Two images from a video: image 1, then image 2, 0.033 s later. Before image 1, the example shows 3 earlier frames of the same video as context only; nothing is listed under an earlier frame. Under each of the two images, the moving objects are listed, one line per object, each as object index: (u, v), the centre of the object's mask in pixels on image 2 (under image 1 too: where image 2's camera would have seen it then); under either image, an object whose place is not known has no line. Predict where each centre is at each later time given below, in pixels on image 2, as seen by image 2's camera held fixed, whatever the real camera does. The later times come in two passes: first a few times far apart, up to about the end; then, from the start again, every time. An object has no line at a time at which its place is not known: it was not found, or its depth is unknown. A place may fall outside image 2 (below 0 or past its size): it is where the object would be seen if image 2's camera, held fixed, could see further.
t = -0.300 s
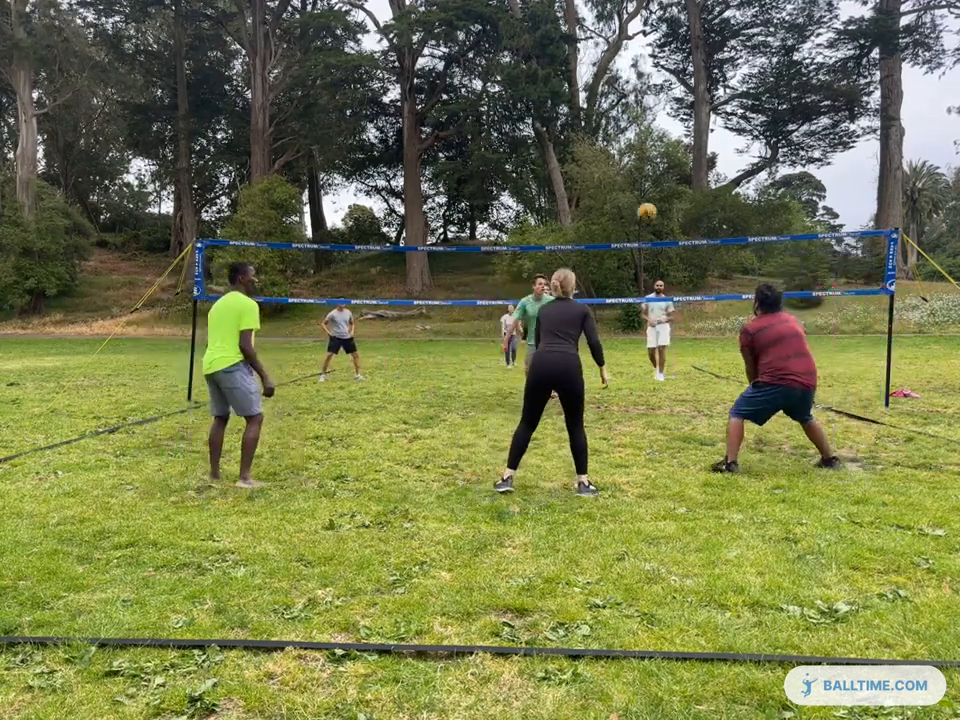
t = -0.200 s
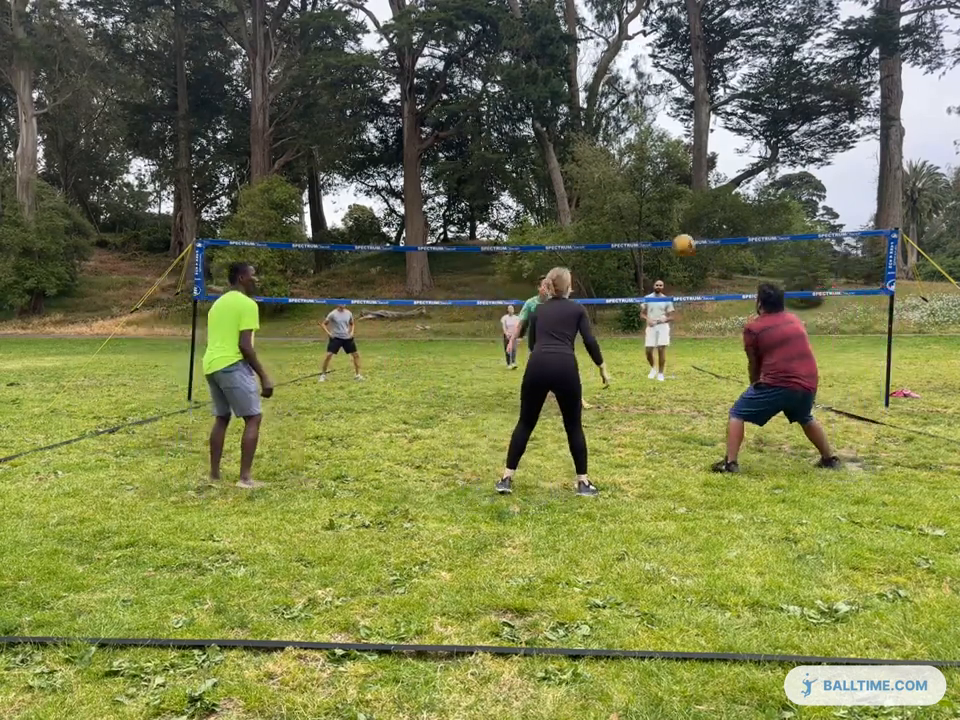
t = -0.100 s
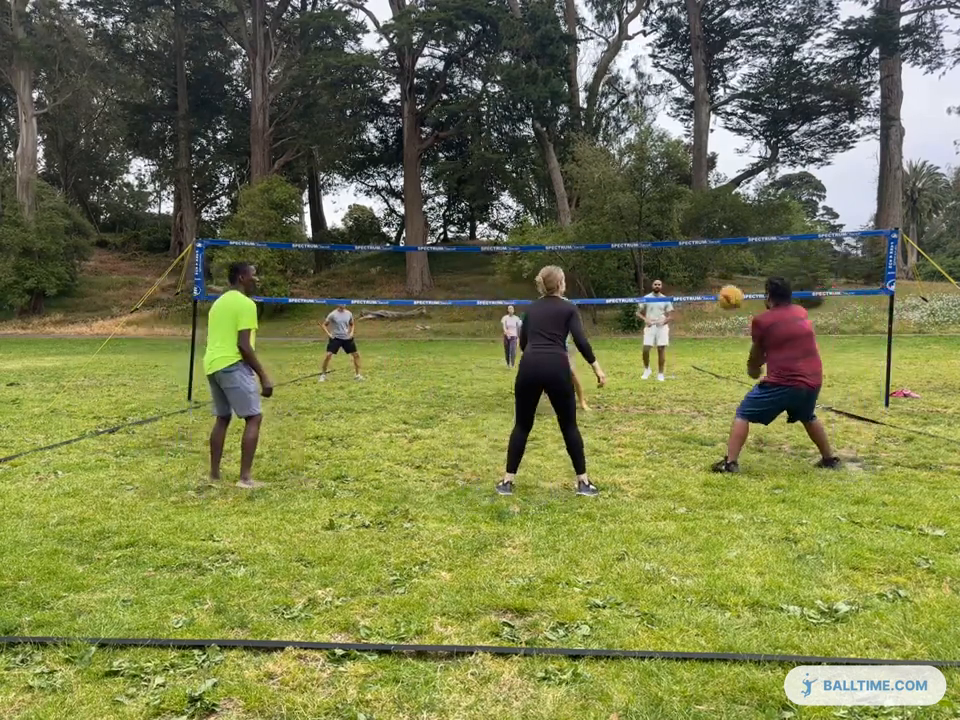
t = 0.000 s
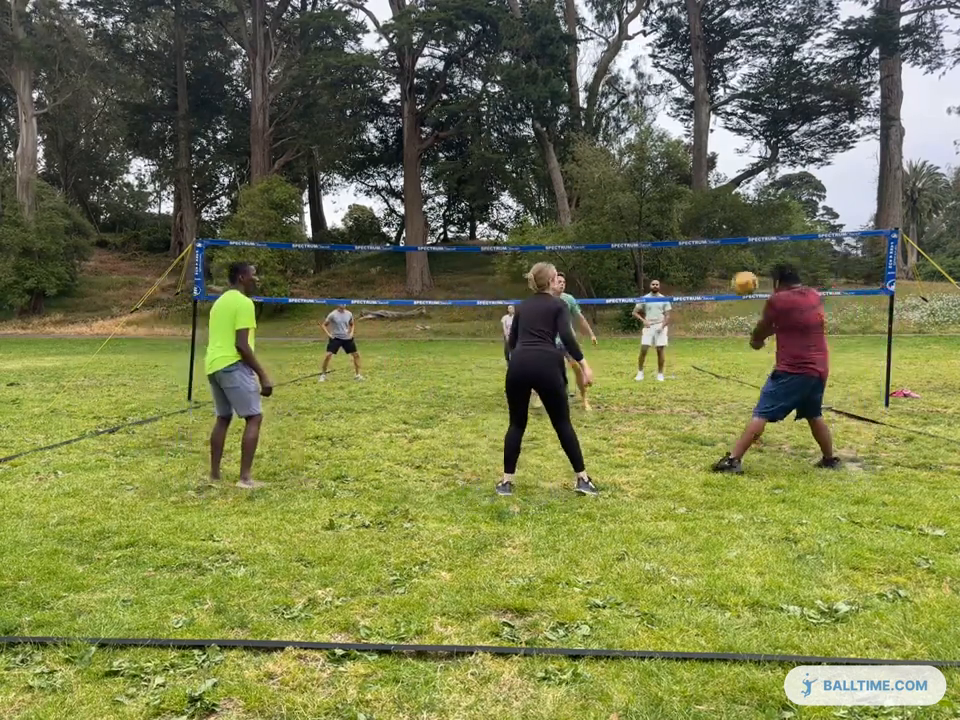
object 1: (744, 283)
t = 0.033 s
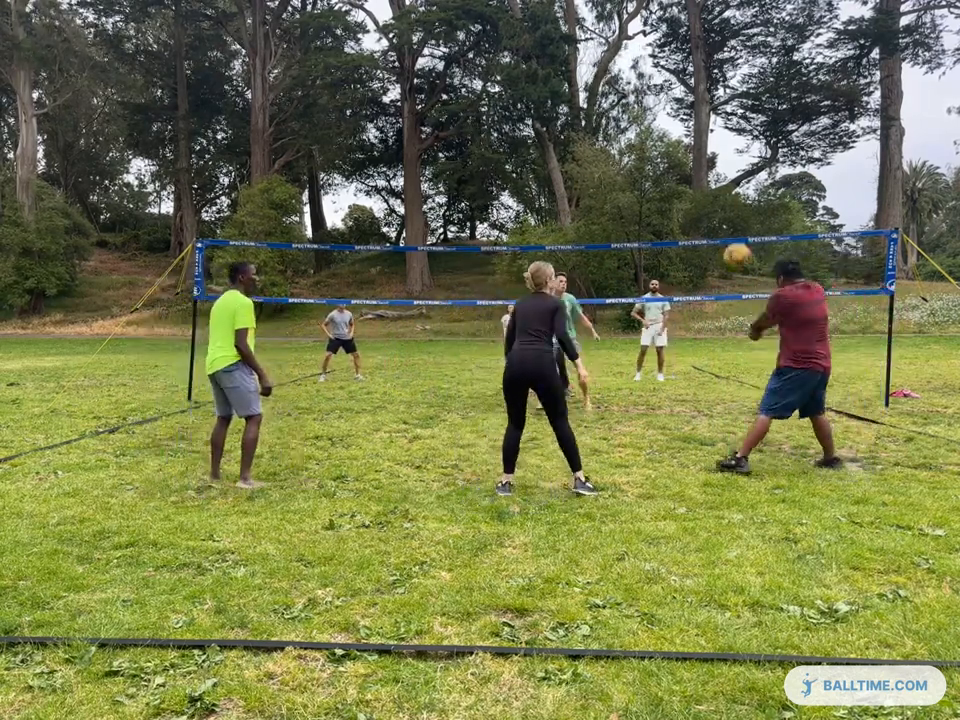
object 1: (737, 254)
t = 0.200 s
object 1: (701, 140)
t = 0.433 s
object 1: (657, 49)
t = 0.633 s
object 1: (623, 21)
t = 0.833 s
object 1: (597, 34)
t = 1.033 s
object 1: (569, 78)
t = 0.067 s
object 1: (729, 228)
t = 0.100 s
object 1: (722, 203)
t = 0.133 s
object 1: (715, 182)
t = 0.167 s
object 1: (709, 159)
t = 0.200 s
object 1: (701, 140)
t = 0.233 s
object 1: (695, 121)
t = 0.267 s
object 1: (688, 107)
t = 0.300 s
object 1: (680, 92)
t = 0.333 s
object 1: (675, 79)
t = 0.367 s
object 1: (668, 69)
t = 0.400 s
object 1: (662, 58)
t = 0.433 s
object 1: (657, 49)
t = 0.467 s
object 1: (650, 41)
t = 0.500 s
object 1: (645, 35)
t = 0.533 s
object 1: (639, 30)
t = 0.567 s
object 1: (634, 26)
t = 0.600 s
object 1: (630, 23)
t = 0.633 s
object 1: (623, 21)
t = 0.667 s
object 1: (619, 21)
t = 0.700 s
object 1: (614, 22)
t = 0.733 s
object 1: (609, 23)
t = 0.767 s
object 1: (605, 25)
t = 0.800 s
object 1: (600, 28)
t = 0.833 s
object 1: (597, 34)
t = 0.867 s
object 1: (592, 40)
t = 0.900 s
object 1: (586, 46)
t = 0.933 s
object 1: (583, 52)
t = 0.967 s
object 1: (578, 60)
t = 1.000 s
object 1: (573, 70)
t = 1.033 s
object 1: (569, 78)
